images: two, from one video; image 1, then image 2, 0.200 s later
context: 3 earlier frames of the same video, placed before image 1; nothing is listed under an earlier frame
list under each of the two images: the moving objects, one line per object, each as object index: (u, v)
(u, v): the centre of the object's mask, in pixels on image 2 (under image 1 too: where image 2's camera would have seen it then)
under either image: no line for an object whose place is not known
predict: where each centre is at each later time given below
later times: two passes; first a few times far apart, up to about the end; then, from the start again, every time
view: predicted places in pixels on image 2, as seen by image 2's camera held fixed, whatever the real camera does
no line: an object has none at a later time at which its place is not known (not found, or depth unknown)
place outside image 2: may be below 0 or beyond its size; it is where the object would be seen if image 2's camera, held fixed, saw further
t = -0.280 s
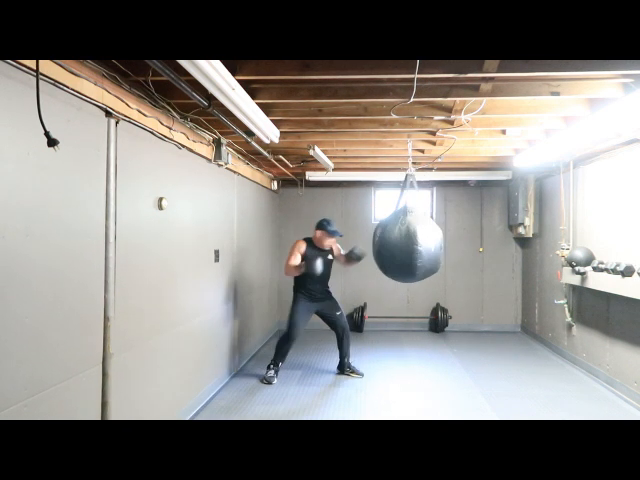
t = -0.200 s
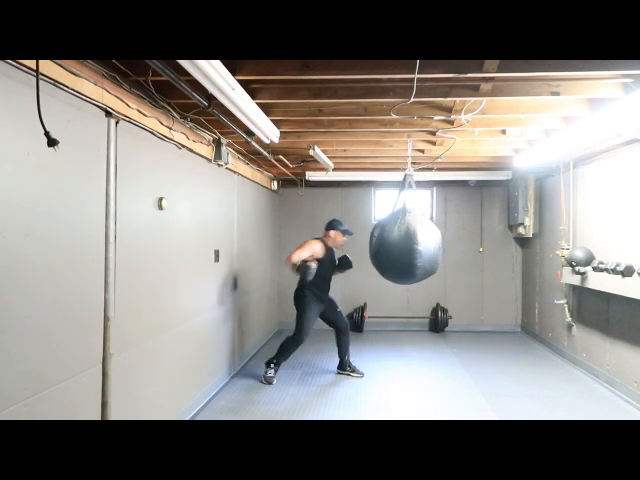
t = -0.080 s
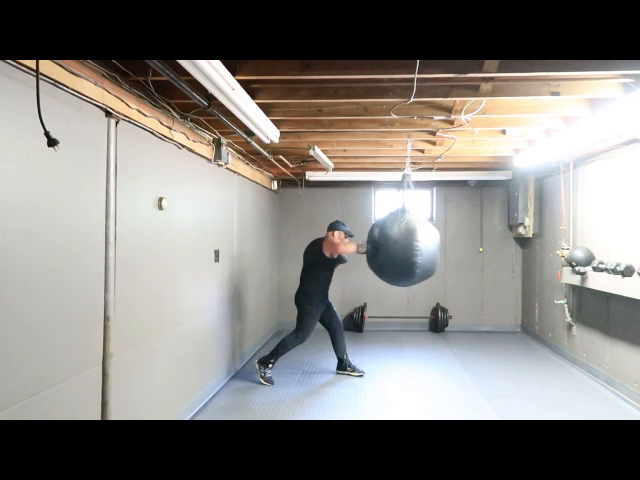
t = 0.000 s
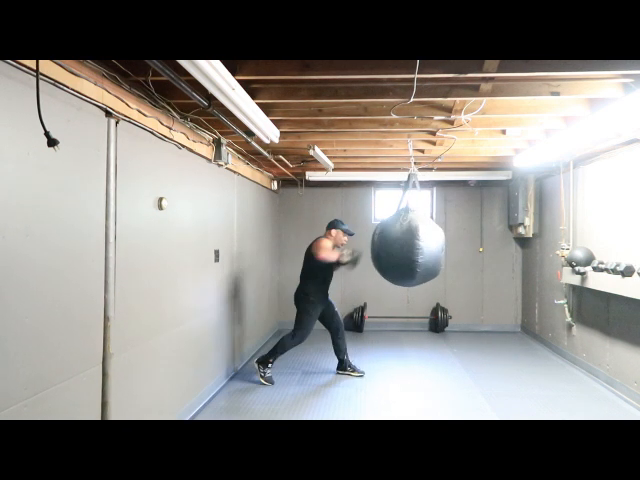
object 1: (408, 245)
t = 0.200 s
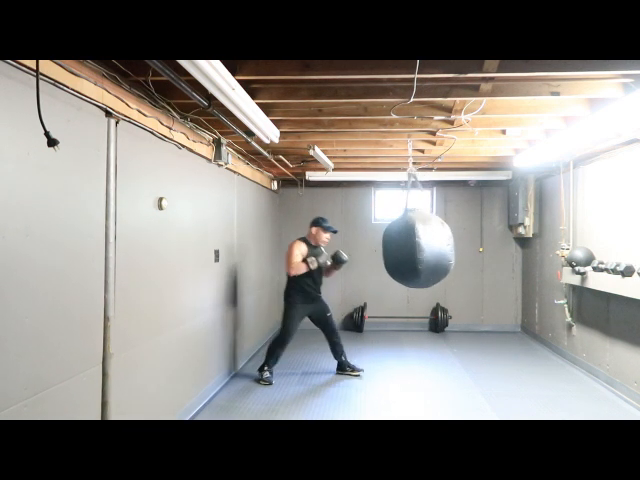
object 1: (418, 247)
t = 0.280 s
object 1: (421, 245)
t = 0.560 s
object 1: (427, 243)
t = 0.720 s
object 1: (424, 243)
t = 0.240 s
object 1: (419, 246)
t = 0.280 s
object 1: (421, 245)
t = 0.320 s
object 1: (422, 245)
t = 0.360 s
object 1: (423, 245)
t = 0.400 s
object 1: (424, 244)
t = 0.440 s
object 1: (425, 244)
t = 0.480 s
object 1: (426, 244)
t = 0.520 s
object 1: (427, 243)
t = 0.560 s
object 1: (427, 243)
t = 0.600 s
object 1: (426, 242)
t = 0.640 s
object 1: (426, 242)
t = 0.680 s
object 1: (425, 243)
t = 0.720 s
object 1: (424, 243)
